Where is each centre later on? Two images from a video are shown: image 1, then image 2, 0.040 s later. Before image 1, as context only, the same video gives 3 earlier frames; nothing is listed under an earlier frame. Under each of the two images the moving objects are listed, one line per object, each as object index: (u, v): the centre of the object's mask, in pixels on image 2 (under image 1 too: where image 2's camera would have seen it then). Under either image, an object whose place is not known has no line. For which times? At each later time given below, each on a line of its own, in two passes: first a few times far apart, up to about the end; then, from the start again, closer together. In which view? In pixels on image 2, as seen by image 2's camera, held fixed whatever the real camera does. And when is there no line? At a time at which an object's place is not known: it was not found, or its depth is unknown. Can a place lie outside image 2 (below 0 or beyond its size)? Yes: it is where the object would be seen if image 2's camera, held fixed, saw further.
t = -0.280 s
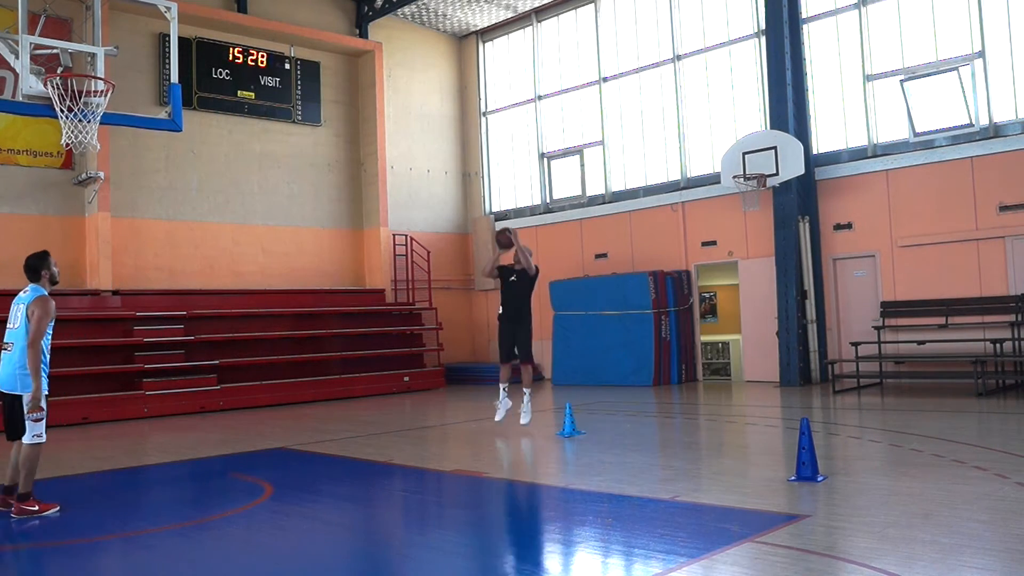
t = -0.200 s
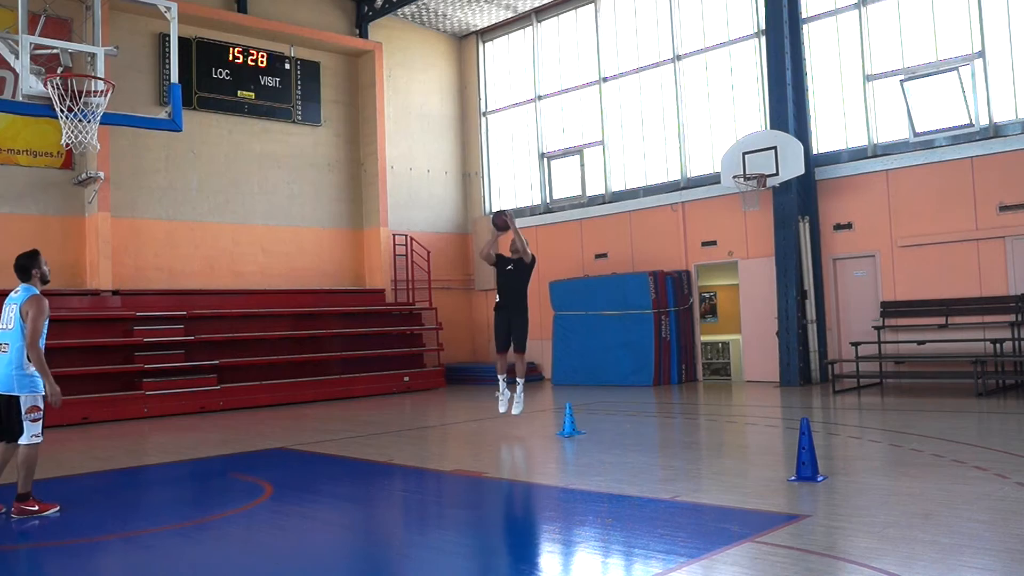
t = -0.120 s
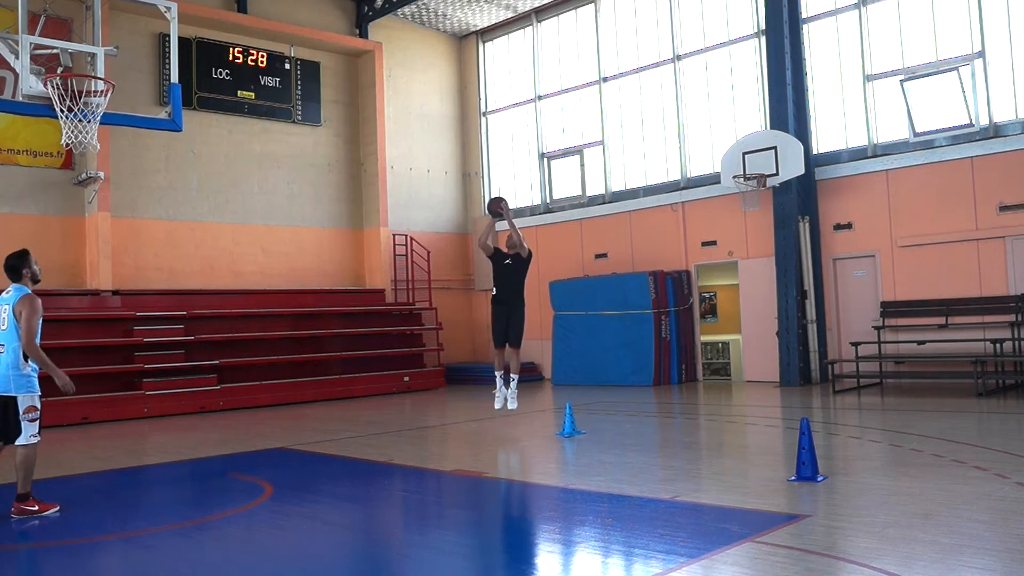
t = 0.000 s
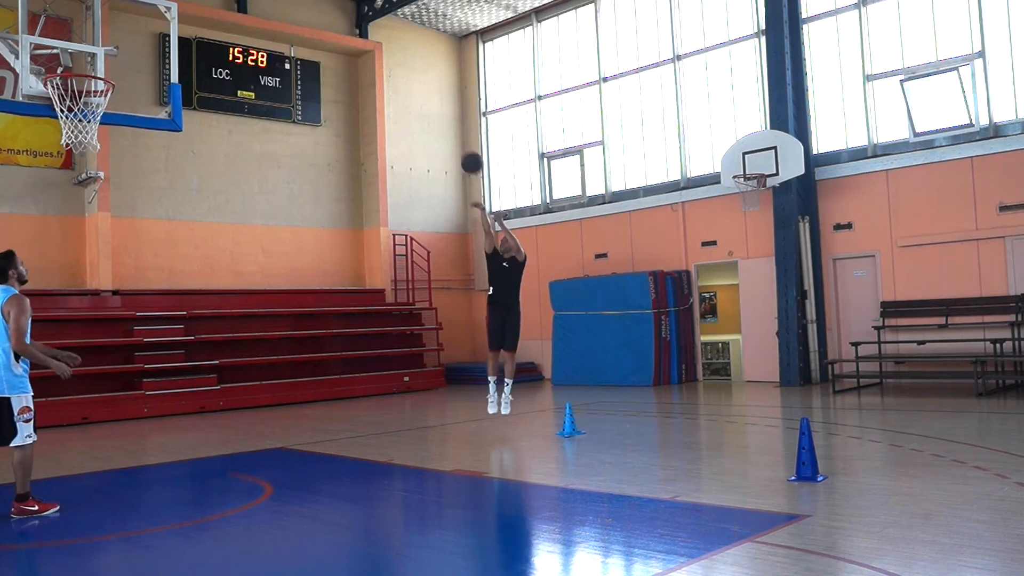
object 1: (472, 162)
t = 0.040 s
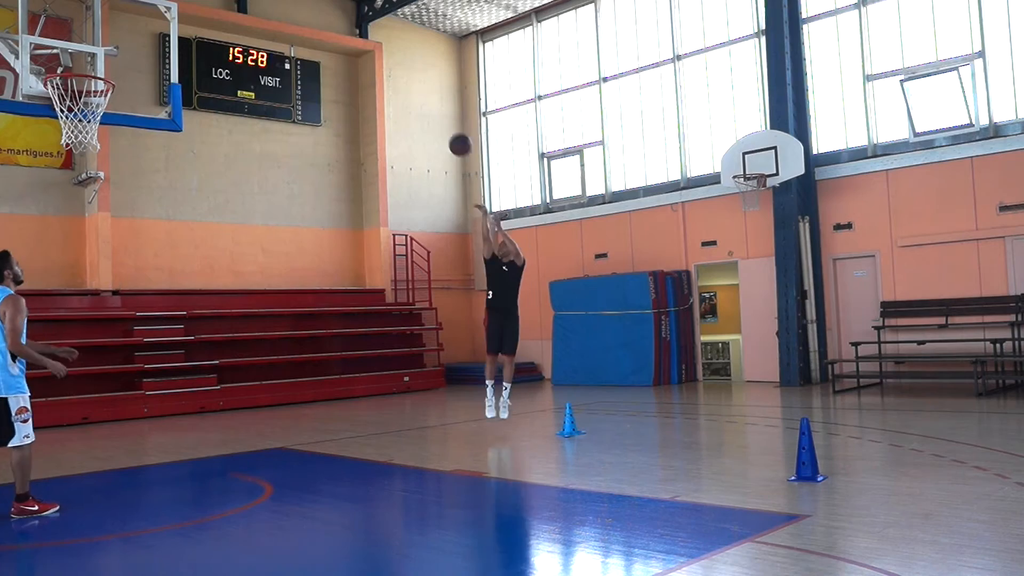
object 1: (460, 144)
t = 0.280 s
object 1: (383, 59)
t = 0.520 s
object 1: (294, 16)
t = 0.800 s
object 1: (170, 40)
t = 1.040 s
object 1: (117, 33)
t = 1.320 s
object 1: (118, 21)
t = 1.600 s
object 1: (121, 112)
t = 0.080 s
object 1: (448, 128)
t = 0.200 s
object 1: (410, 83)
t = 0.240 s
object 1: (396, 70)
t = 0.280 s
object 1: (383, 59)
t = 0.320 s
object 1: (369, 48)
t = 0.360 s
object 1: (354, 39)
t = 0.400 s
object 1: (340, 31)
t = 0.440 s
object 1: (325, 25)
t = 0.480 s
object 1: (310, 20)
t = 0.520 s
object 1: (294, 16)
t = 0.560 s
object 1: (278, 14)
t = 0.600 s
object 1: (261, 14)
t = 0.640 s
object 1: (244, 14)
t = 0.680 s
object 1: (226, 18)
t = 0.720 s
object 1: (207, 23)
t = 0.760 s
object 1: (189, 30)
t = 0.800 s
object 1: (170, 40)
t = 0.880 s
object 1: (127, 65)
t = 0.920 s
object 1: (117, 68)
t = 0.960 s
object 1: (117, 55)
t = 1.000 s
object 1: (117, 43)
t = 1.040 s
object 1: (117, 33)
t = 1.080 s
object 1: (117, 26)
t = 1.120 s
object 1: (118, 20)
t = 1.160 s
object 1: (117, 16)
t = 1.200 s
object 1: (118, 15)
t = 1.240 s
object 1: (118, 15)
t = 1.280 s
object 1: (118, 16)
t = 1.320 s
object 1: (118, 21)
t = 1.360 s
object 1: (119, 27)
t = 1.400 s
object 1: (119, 36)
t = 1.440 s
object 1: (119, 46)
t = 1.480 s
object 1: (120, 59)
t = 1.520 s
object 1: (120, 75)
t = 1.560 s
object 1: (121, 92)
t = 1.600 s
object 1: (121, 112)
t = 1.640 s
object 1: (121, 136)
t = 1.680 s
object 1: (122, 160)
